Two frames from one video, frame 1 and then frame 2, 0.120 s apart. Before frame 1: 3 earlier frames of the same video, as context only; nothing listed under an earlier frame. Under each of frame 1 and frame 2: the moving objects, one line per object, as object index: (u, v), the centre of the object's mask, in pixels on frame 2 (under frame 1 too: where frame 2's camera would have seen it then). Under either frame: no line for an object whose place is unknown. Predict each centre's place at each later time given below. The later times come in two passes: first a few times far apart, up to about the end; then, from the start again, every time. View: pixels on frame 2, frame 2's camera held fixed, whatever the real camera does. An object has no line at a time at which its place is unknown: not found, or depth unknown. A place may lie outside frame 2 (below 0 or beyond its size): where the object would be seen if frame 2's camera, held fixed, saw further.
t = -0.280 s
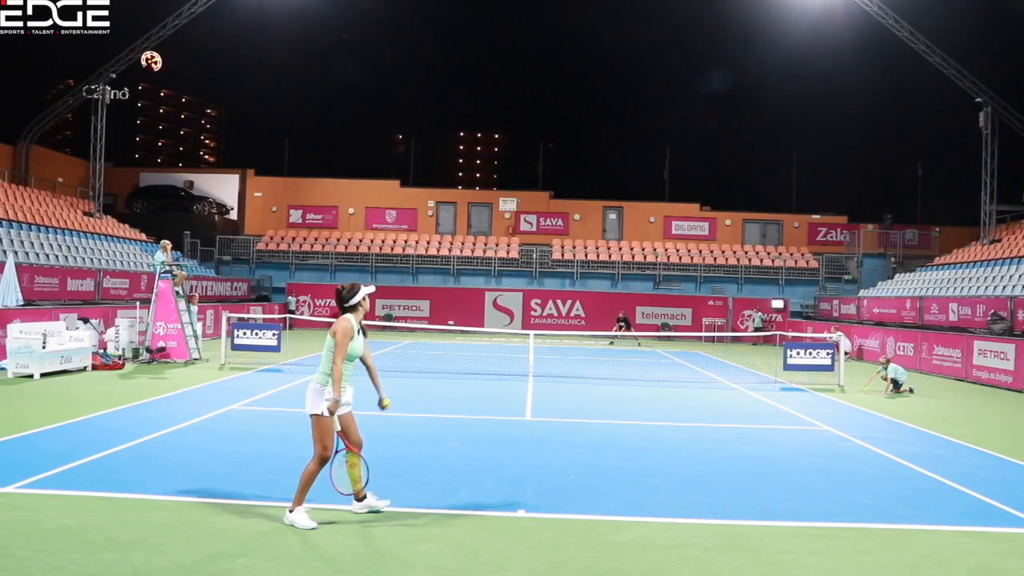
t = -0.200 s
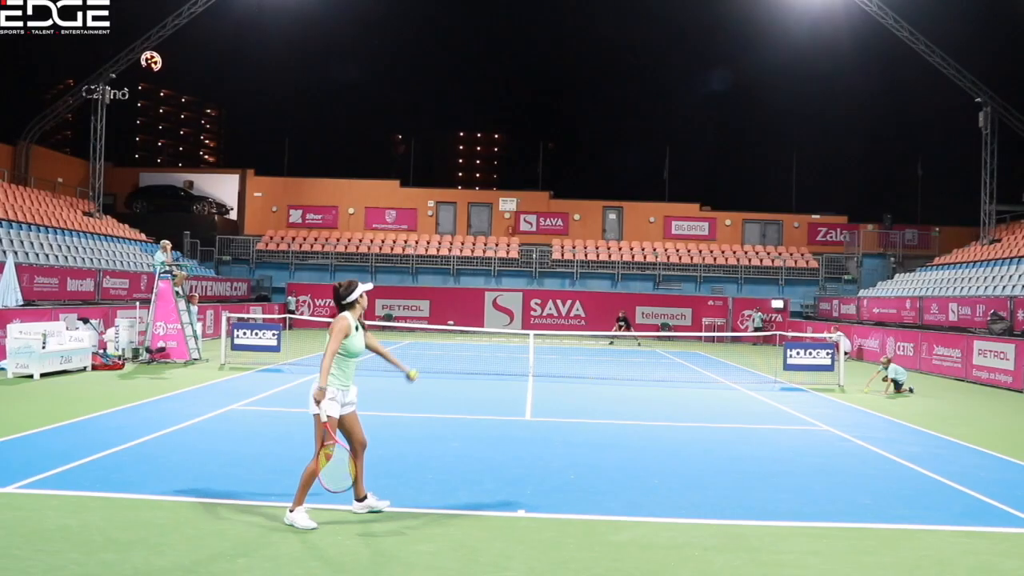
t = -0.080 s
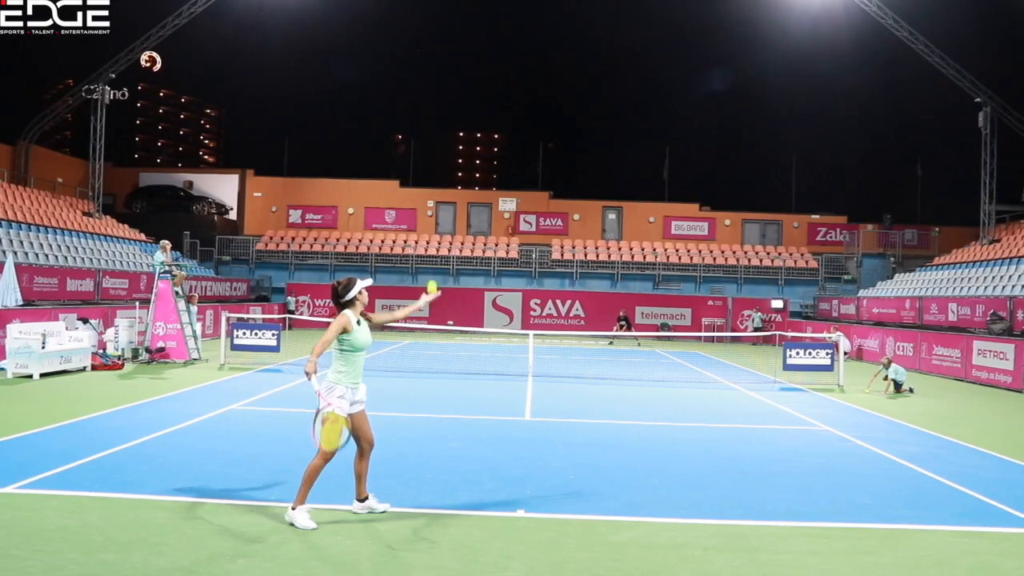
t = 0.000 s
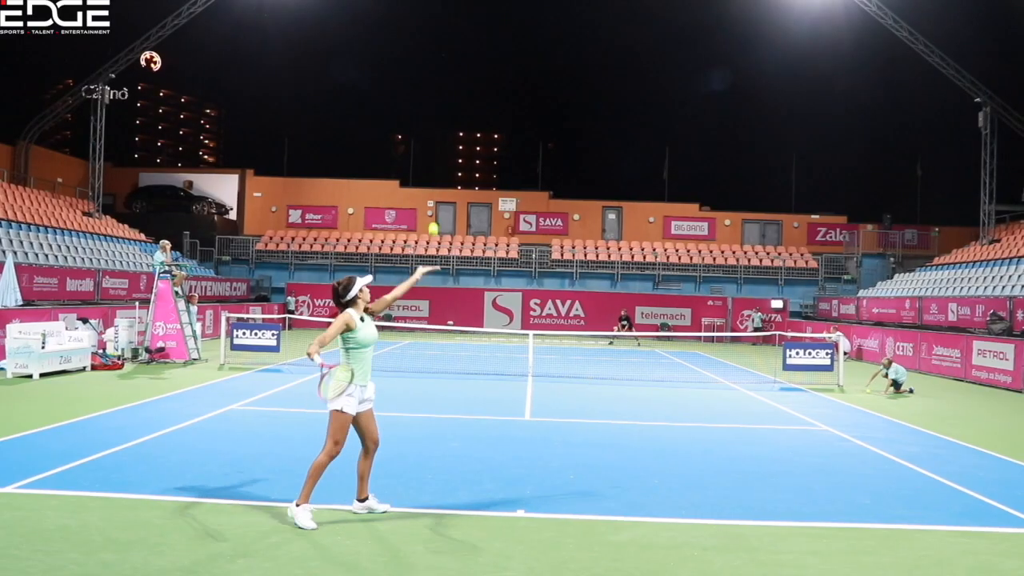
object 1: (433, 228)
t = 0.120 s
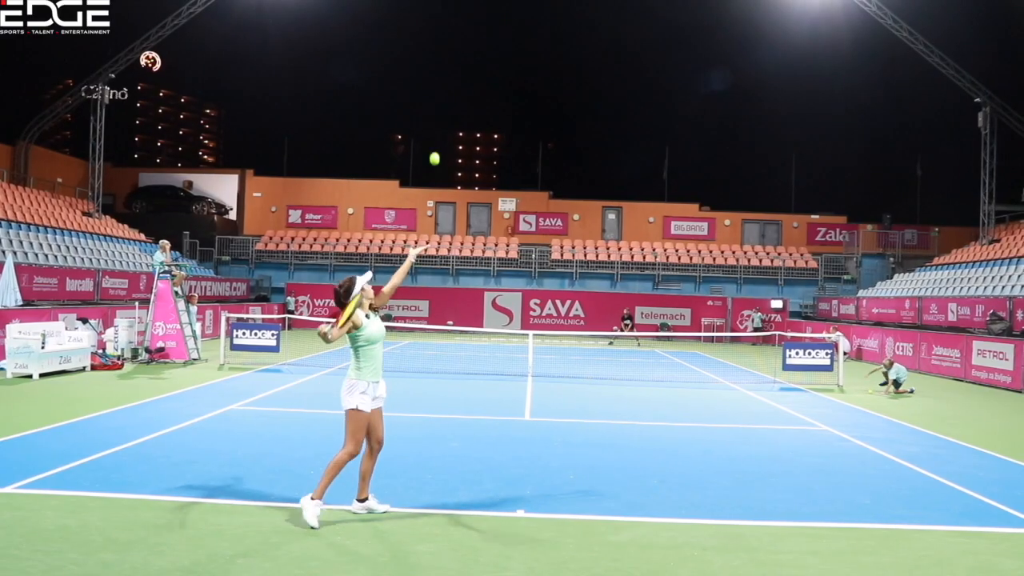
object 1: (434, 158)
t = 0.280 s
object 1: (435, 94)
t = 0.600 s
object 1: (434, 60)
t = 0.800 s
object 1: (431, 102)
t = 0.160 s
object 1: (434, 139)
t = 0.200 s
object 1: (435, 122)
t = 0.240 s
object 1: (435, 107)
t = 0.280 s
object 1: (435, 94)
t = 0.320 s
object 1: (435, 83)
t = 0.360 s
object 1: (435, 74)
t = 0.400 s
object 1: (435, 66)
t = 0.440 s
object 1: (435, 61)
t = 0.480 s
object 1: (435, 58)
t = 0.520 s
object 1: (435, 57)
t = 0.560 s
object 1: (434, 58)
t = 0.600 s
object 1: (434, 60)
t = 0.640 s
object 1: (433, 65)
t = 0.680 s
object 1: (433, 71)
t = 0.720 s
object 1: (432, 79)
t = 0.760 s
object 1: (432, 90)
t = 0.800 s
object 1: (431, 102)
